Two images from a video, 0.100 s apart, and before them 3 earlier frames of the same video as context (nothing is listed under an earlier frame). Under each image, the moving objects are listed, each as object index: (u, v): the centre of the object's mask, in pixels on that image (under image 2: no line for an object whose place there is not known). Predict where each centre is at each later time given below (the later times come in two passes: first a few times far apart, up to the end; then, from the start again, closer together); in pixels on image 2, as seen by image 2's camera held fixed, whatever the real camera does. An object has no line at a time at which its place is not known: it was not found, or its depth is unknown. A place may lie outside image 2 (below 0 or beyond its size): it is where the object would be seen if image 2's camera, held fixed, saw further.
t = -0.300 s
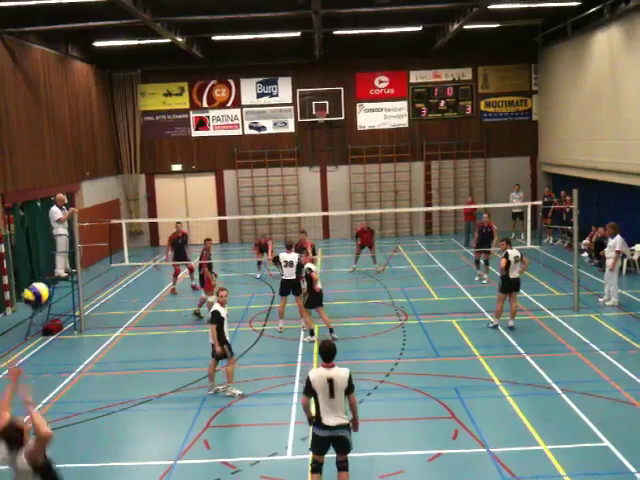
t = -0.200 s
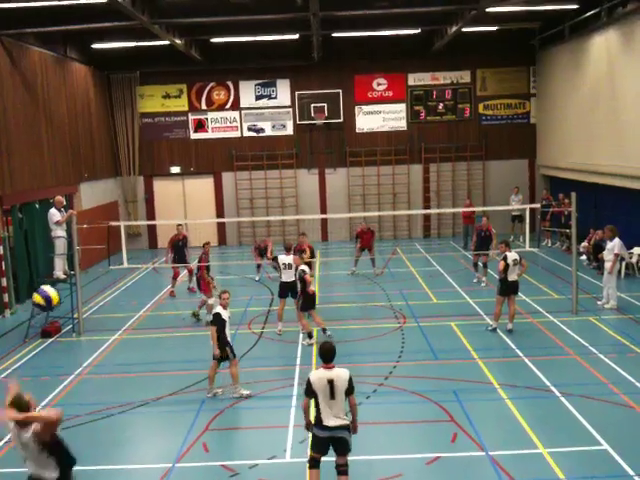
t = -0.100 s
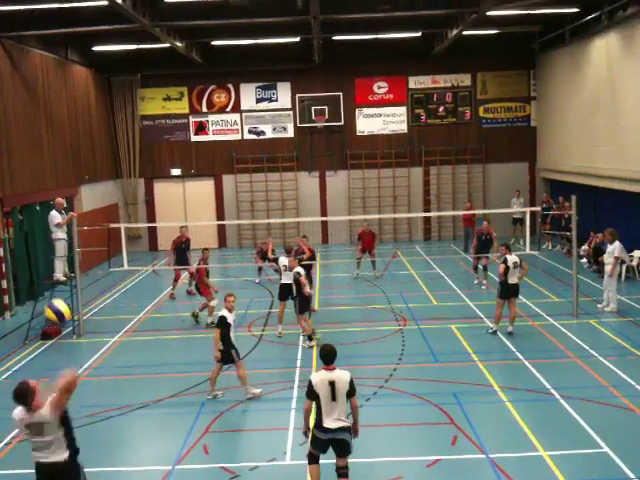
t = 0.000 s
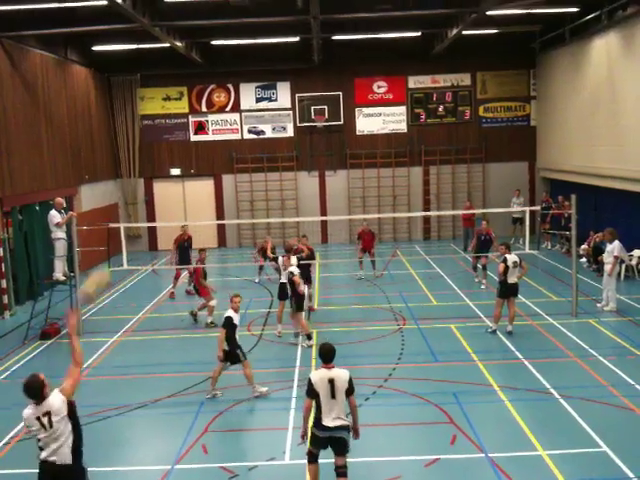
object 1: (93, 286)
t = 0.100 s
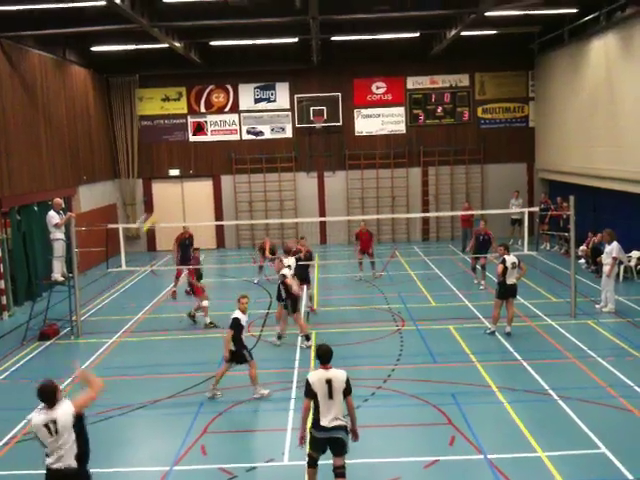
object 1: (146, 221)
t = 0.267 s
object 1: (195, 175)
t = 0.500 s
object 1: (228, 162)
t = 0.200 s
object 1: (177, 189)
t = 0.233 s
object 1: (186, 182)
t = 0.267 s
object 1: (195, 175)
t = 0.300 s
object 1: (201, 171)
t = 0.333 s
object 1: (207, 167)
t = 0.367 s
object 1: (212, 165)
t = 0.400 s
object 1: (217, 163)
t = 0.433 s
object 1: (221, 162)
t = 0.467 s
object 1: (225, 162)
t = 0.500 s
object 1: (228, 162)
